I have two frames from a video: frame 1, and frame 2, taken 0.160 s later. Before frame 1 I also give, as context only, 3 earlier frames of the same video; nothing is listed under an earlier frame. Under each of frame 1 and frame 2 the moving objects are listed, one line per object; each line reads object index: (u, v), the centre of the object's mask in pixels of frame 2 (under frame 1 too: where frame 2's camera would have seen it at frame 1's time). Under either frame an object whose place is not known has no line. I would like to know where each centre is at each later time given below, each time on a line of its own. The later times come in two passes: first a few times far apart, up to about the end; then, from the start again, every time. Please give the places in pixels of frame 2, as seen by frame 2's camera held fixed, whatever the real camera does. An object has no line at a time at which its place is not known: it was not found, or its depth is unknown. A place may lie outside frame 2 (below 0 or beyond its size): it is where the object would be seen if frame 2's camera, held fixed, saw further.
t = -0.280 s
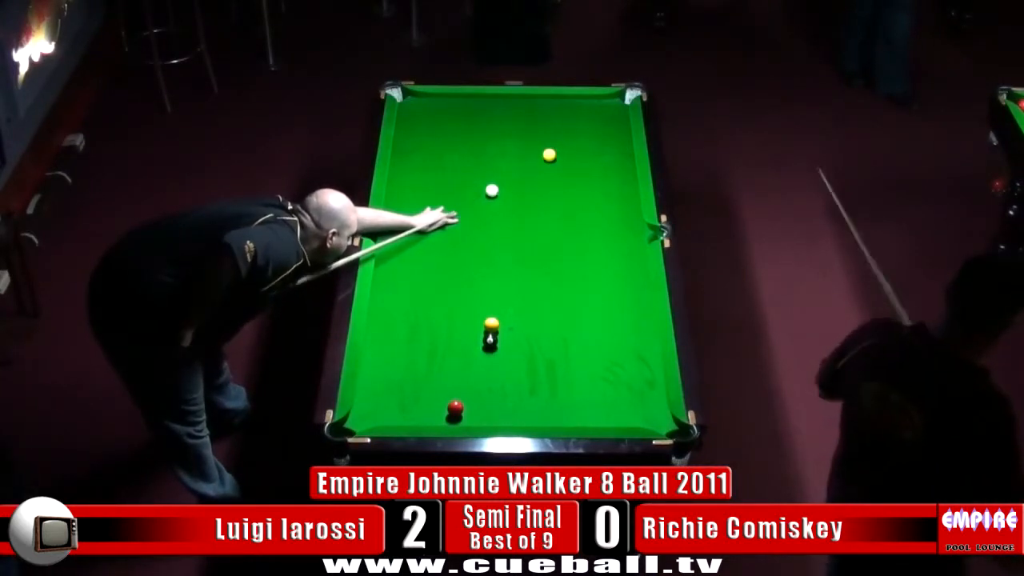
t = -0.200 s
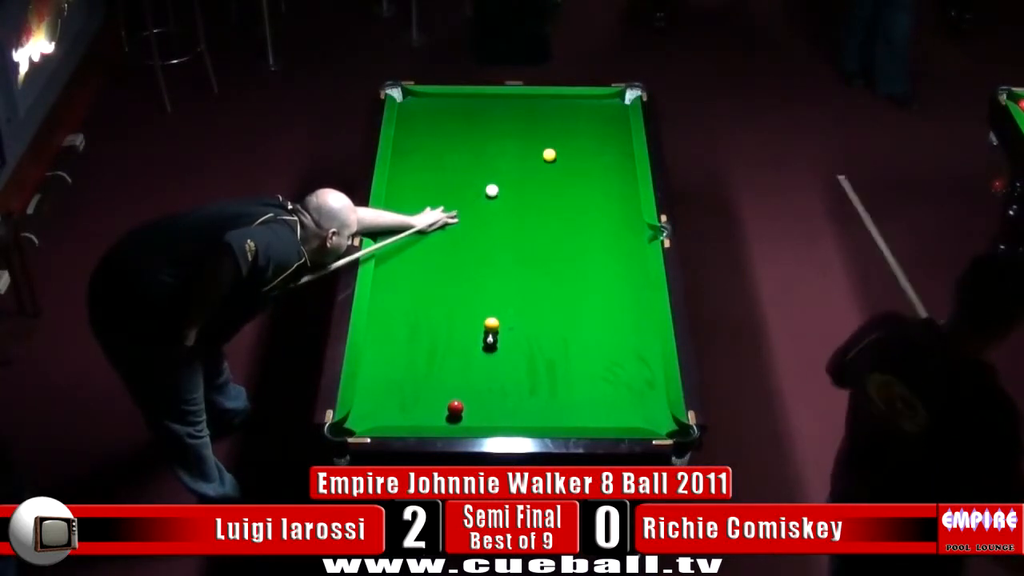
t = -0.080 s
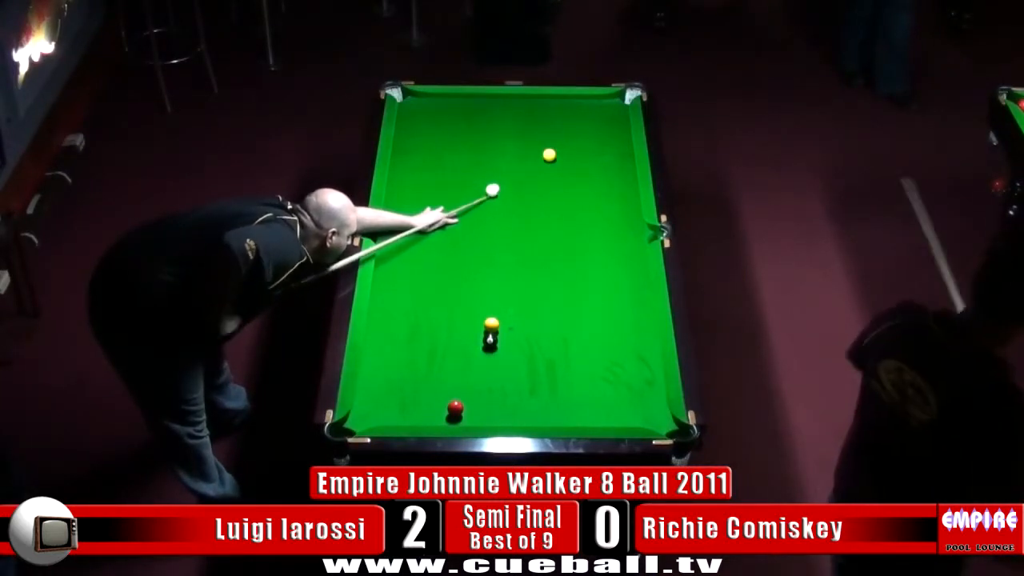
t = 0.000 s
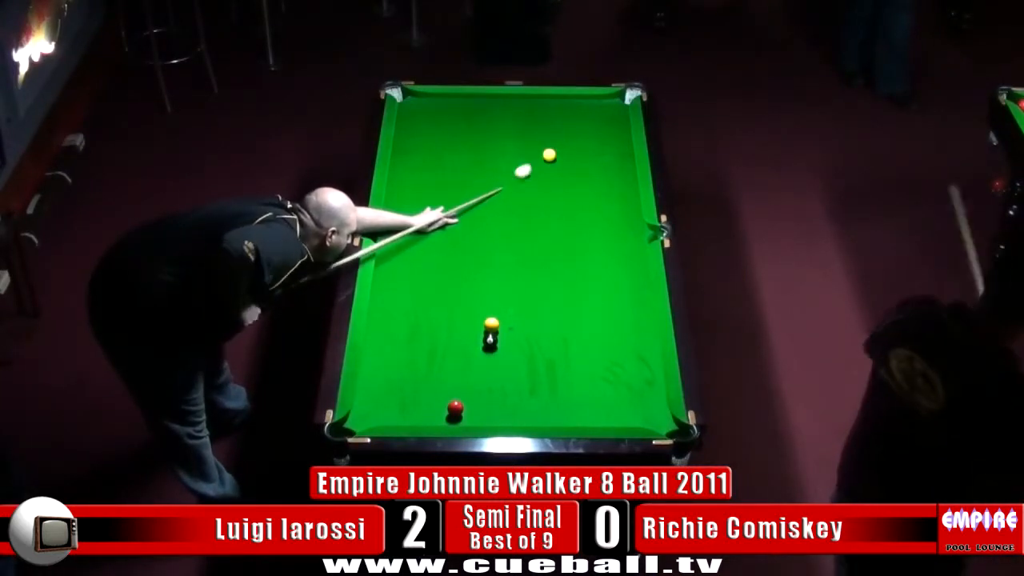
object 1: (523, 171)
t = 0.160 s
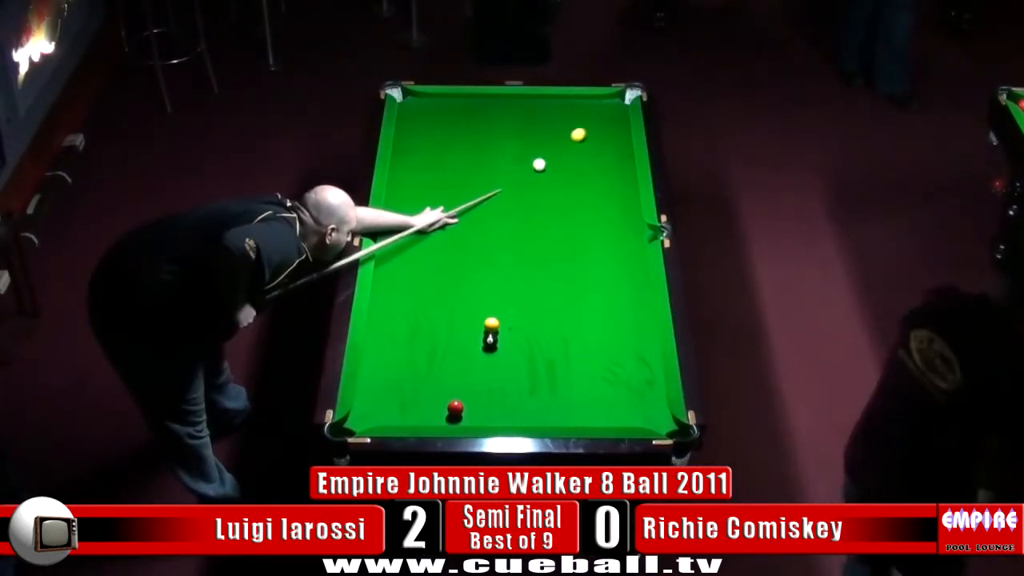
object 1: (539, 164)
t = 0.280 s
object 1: (532, 172)
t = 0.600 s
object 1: (511, 191)
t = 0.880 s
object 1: (494, 208)
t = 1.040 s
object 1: (484, 217)
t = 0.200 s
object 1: (537, 167)
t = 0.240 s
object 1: (534, 169)
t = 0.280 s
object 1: (532, 172)
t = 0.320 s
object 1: (529, 174)
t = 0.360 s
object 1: (526, 177)
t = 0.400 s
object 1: (524, 179)
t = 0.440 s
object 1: (521, 182)
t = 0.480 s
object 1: (519, 184)
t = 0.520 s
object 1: (516, 187)
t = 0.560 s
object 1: (514, 189)
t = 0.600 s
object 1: (511, 191)
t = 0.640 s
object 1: (508, 194)
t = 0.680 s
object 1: (506, 196)
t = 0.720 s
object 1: (503, 199)
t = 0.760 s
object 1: (501, 201)
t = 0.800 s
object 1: (499, 203)
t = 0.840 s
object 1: (496, 206)
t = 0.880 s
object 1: (494, 208)
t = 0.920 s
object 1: (491, 210)
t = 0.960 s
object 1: (489, 213)
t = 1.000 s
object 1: (486, 215)
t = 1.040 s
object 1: (484, 217)
